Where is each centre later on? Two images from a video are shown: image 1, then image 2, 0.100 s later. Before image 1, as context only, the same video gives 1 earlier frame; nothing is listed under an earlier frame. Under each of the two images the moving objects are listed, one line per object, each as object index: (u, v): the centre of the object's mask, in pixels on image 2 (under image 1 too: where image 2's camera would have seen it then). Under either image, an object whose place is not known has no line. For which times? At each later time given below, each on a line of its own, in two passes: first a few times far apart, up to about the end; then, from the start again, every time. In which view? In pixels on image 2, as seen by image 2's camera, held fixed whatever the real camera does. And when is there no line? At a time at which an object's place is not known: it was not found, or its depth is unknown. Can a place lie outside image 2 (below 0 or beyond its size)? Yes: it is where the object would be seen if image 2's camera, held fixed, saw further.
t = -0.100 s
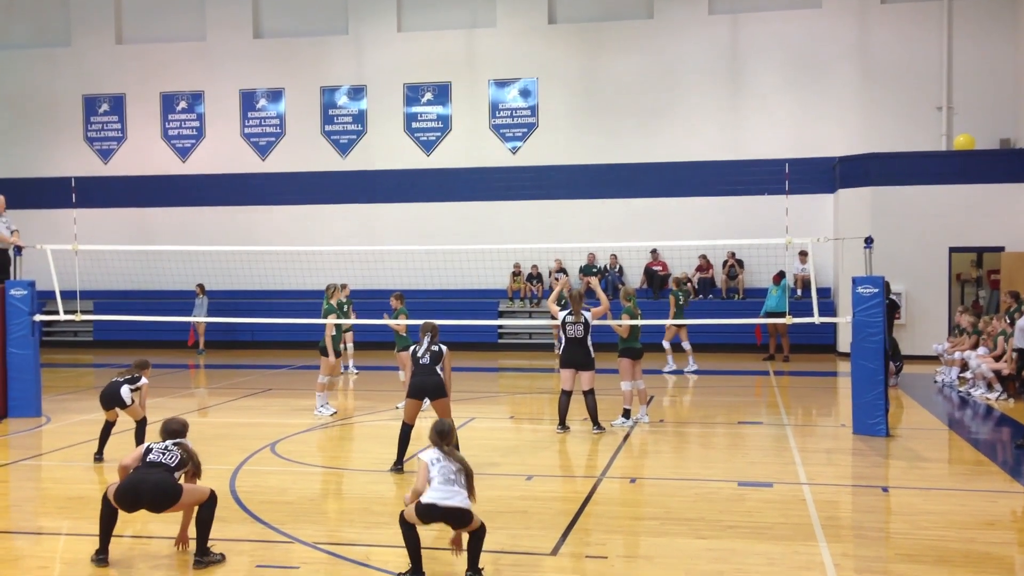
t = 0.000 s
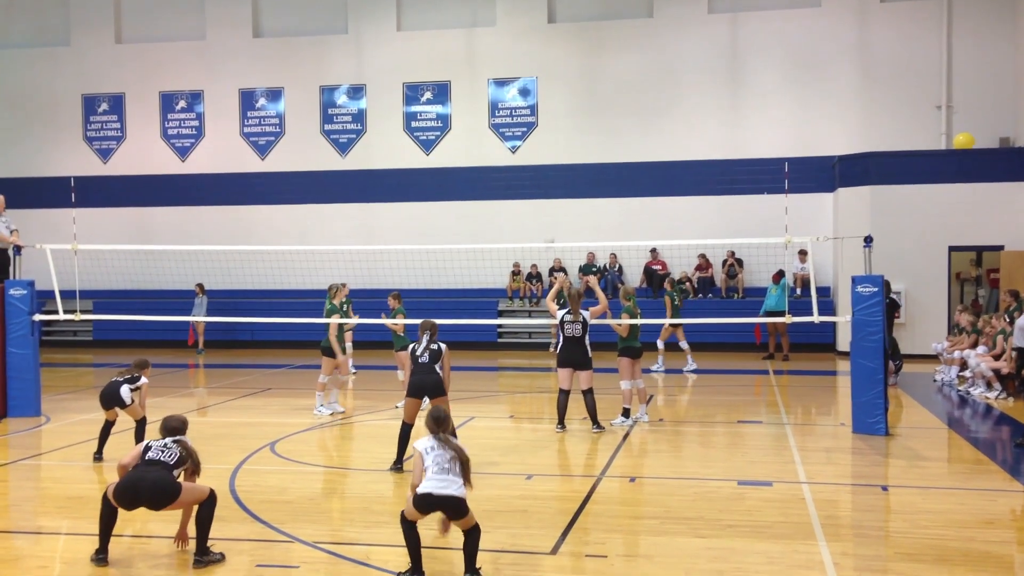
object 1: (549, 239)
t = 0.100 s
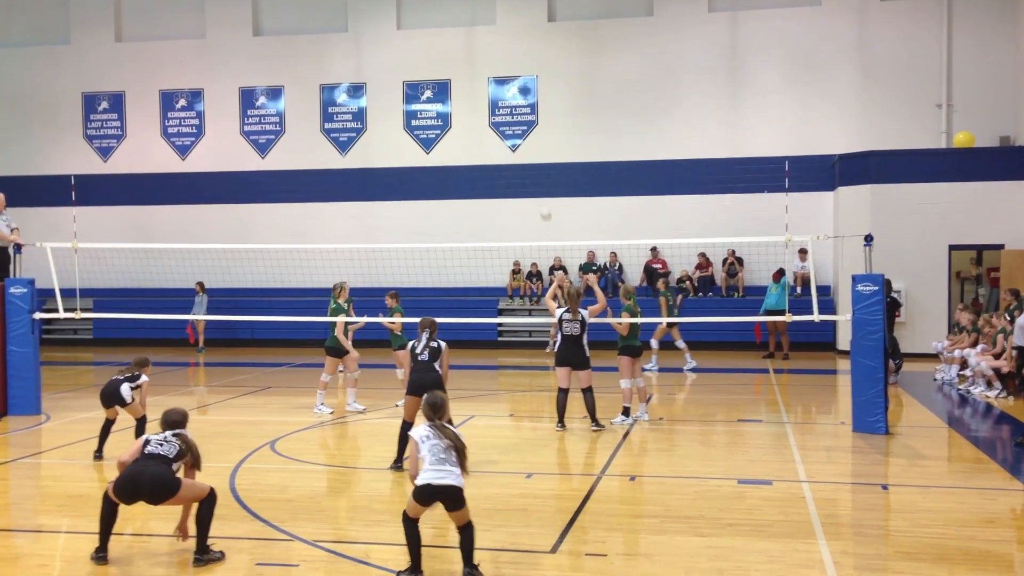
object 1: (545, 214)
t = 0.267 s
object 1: (537, 177)
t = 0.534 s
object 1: (519, 140)
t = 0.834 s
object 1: (490, 158)
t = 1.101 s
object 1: (442, 268)
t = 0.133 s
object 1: (544, 209)
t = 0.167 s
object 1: (543, 198)
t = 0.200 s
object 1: (540, 191)
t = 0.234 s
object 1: (539, 184)
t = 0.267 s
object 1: (537, 177)
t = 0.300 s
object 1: (535, 170)
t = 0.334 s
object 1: (533, 165)
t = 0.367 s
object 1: (530, 159)
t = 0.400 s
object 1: (528, 154)
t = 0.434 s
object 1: (526, 150)
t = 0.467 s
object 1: (524, 146)
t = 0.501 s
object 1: (521, 143)
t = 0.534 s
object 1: (519, 140)
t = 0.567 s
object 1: (516, 138)
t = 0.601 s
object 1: (513, 138)
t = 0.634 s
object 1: (510, 138)
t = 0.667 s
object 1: (507, 139)
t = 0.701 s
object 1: (504, 141)
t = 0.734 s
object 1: (501, 143)
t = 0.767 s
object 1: (497, 148)
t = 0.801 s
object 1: (494, 152)
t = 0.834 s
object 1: (490, 158)
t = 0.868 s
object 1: (485, 165)
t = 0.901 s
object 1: (480, 175)
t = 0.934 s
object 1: (475, 184)
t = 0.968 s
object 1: (469, 195)
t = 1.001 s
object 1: (464, 210)
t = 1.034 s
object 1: (457, 227)
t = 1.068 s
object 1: (451, 246)
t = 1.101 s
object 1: (442, 268)
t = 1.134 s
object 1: (432, 294)
